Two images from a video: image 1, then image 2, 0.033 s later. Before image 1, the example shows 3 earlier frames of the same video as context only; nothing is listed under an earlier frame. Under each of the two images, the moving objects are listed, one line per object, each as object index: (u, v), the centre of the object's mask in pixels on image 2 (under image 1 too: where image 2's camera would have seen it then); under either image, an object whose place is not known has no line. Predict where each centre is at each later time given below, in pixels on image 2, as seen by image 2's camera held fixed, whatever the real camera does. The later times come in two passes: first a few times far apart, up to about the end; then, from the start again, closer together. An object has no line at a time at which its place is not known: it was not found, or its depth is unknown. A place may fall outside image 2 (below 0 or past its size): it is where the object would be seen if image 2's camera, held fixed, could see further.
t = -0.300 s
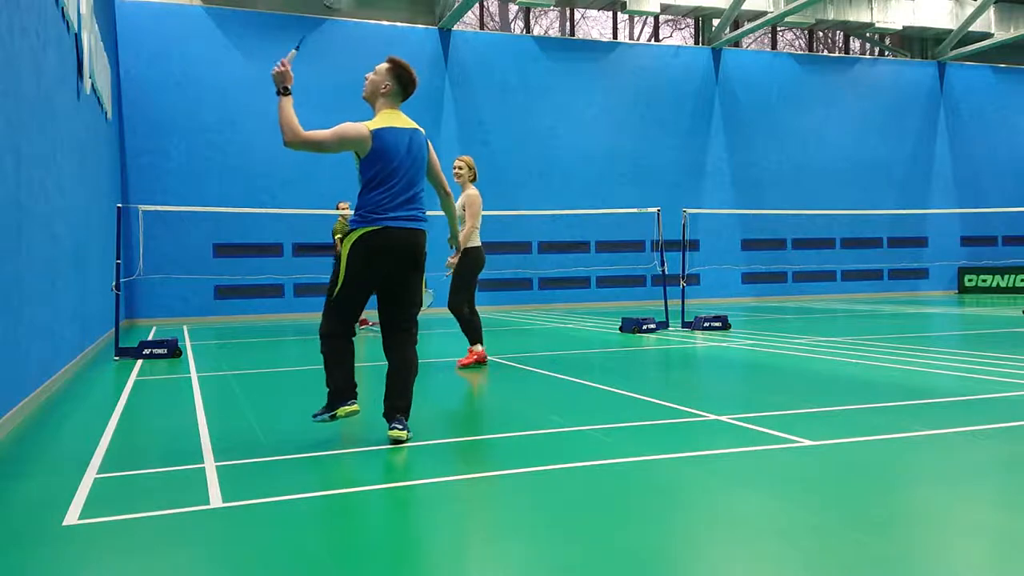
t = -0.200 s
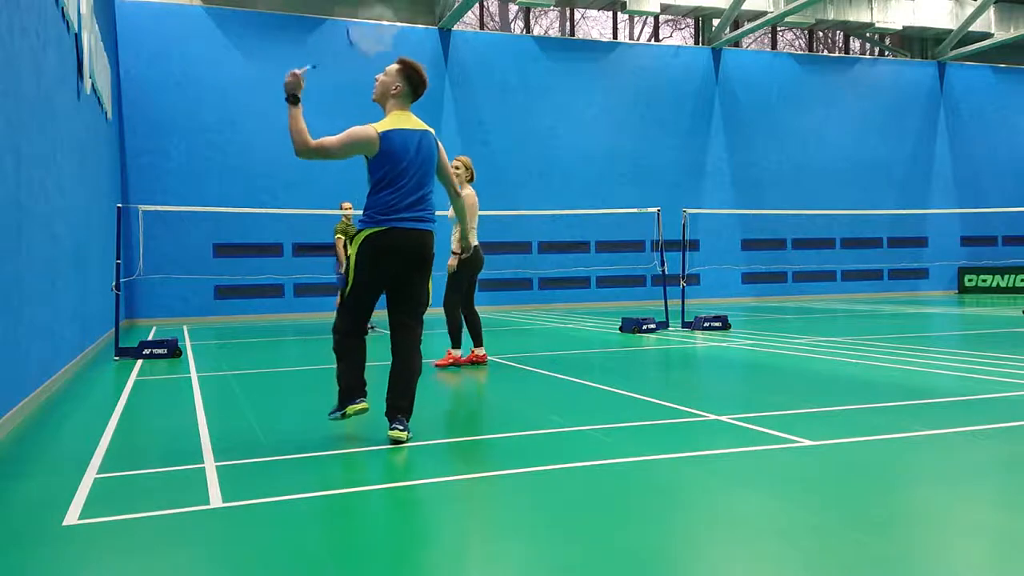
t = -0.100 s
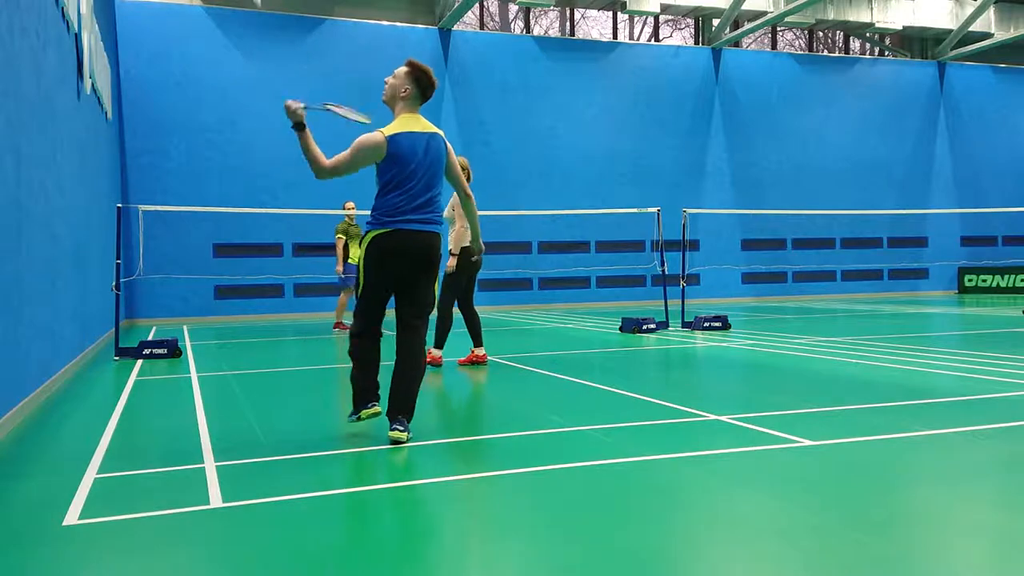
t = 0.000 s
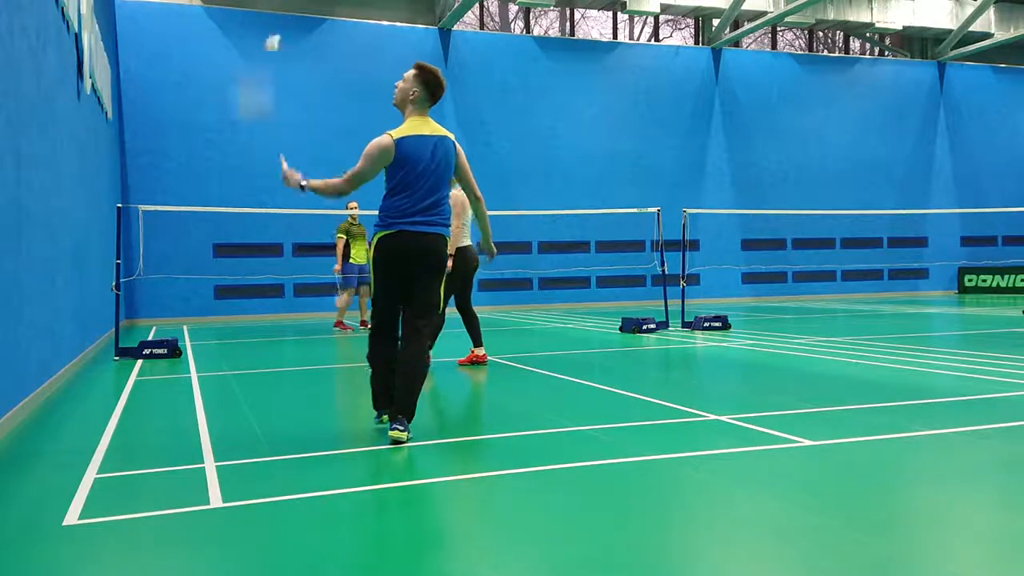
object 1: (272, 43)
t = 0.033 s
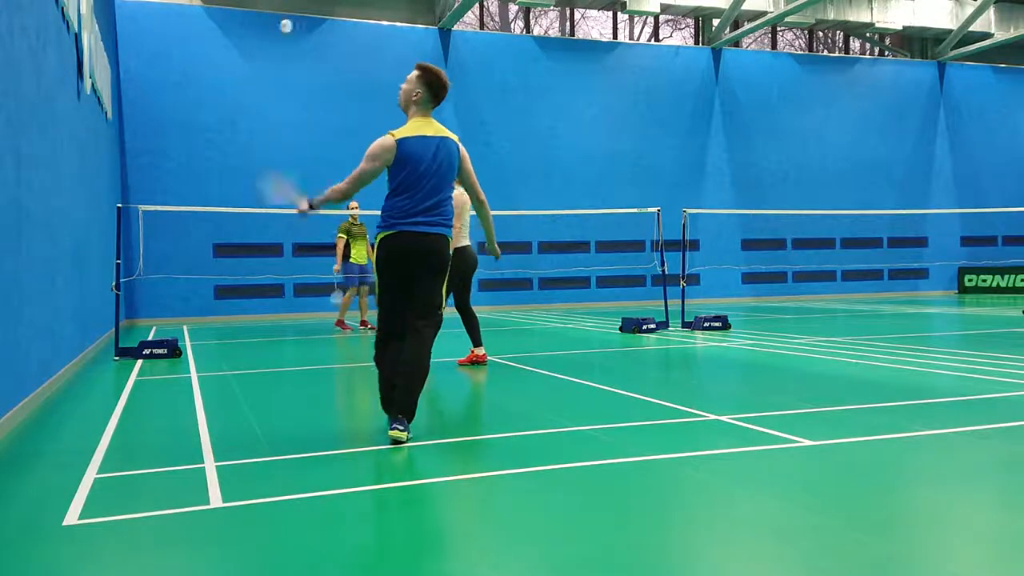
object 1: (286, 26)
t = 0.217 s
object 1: (302, 14)
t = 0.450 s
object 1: (314, 46)
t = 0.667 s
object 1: (322, 98)
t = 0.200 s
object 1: (301, 12)
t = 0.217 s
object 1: (302, 14)
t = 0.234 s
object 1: (304, 14)
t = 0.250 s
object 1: (305, 16)
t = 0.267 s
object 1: (305, 17)
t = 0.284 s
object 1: (306, 19)
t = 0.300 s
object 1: (307, 21)
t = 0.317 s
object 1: (308, 23)
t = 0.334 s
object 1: (309, 26)
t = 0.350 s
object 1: (310, 28)
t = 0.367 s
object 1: (310, 31)
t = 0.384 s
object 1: (311, 34)
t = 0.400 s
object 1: (312, 37)
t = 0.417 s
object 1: (312, 39)
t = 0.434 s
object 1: (313, 43)
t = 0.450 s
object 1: (314, 46)
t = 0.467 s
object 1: (314, 49)
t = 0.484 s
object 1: (315, 53)
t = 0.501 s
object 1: (316, 56)
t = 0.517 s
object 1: (317, 60)
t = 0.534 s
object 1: (317, 64)
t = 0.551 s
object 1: (318, 68)
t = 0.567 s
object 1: (319, 72)
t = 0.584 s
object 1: (319, 76)
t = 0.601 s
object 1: (320, 80)
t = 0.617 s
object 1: (320, 85)
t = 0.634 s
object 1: (321, 89)
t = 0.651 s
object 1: (321, 93)
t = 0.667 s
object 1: (322, 98)
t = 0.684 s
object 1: (323, 102)
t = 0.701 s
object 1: (323, 107)
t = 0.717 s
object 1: (324, 112)
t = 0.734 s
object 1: (324, 117)
